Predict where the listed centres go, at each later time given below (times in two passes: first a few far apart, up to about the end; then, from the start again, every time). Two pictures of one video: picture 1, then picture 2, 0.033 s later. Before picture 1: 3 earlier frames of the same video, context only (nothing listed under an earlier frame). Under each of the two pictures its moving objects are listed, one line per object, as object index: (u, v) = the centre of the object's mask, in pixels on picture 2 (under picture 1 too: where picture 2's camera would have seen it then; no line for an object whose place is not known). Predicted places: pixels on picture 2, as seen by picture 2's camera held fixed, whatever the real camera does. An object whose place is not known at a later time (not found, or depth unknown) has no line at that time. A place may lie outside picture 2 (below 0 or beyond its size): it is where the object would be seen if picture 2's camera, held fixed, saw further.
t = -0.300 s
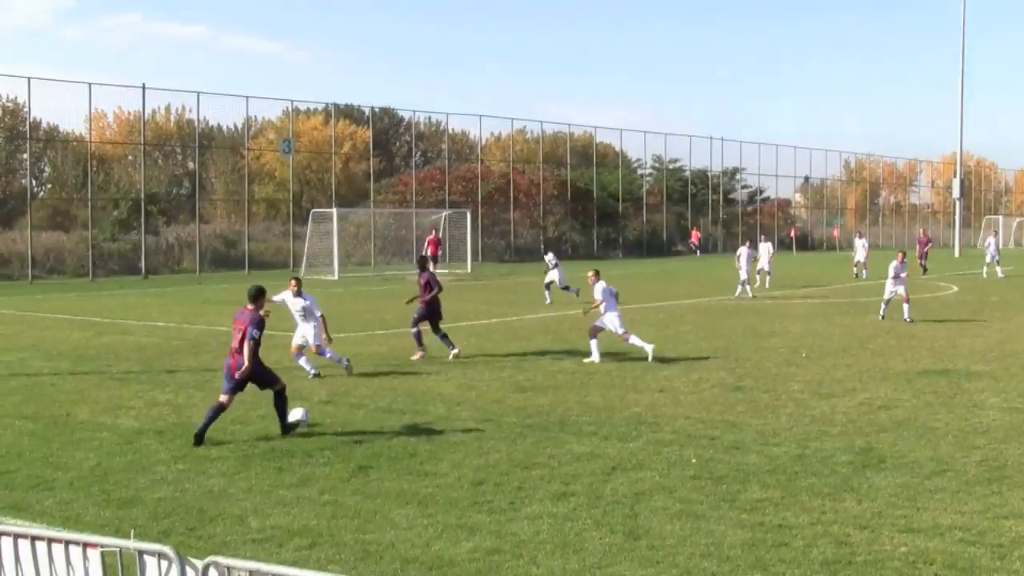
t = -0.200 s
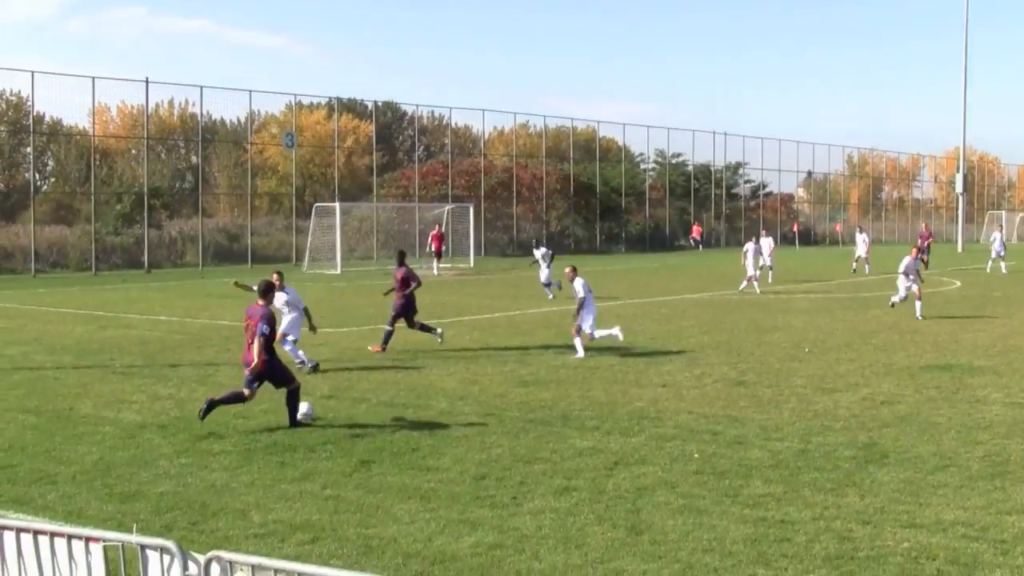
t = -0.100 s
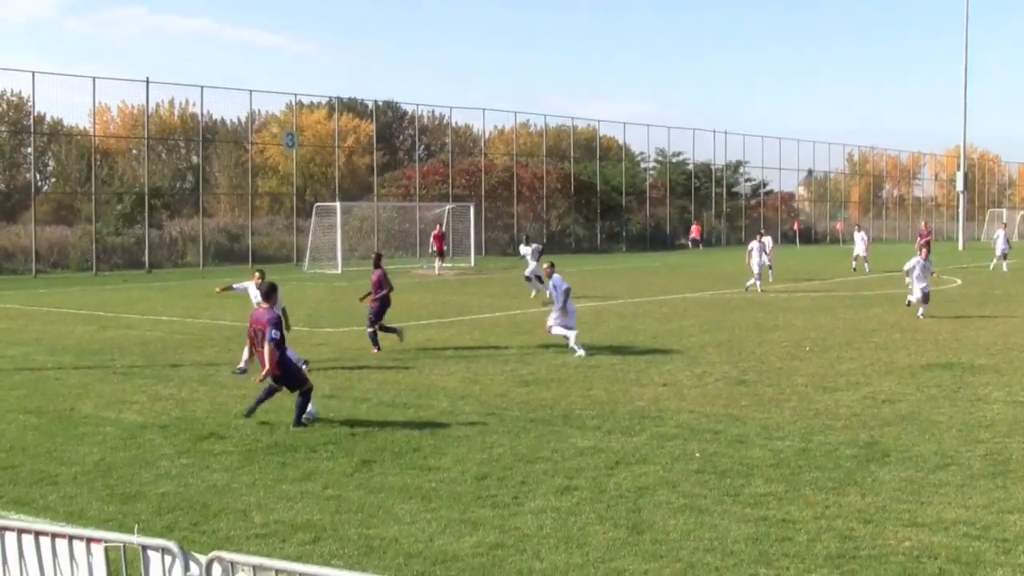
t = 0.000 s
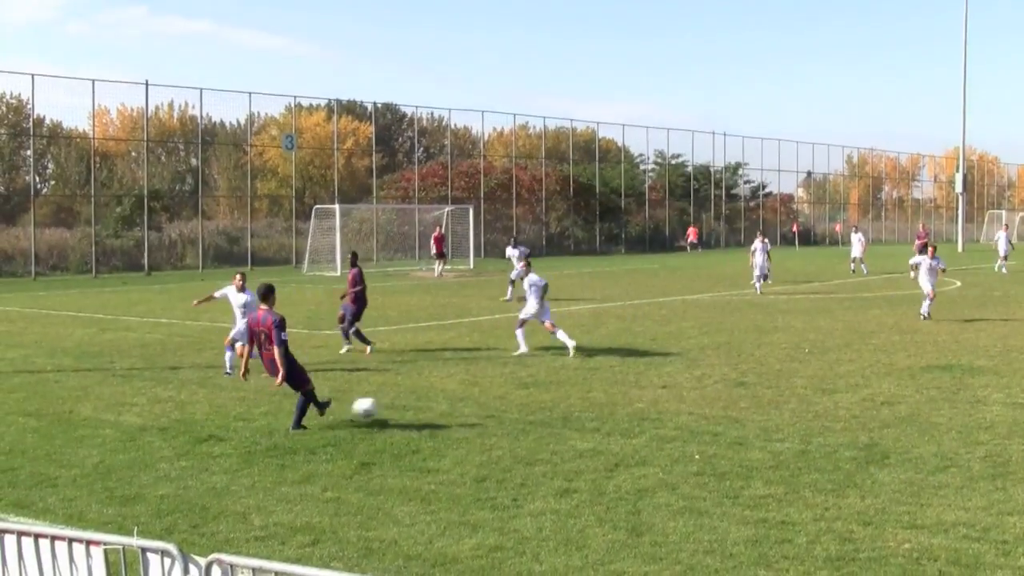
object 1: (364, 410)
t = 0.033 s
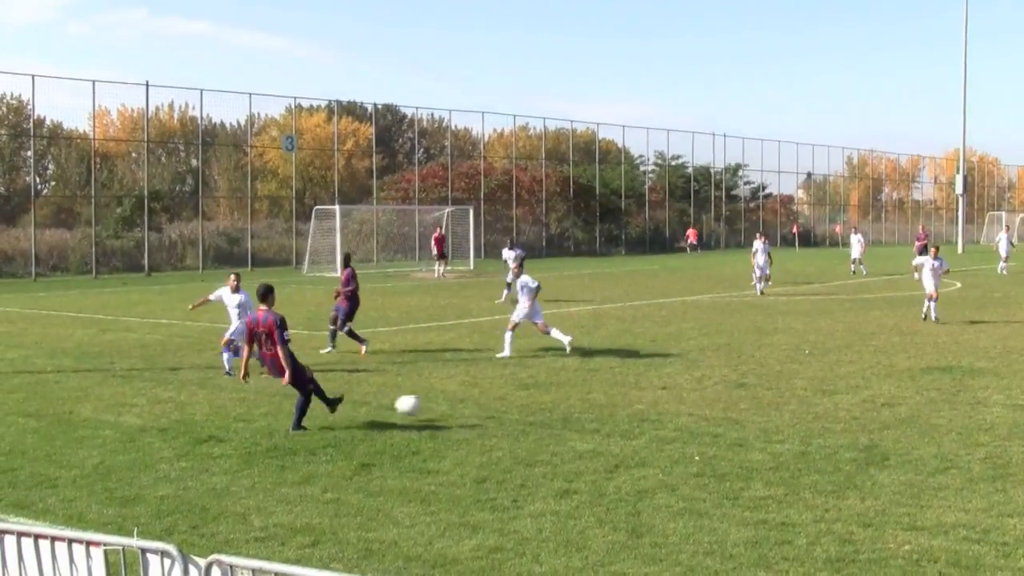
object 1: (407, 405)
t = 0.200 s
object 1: (615, 404)
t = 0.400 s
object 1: (818, 399)
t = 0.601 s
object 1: (981, 396)
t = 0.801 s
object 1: (1123, 399)
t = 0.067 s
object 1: (449, 401)
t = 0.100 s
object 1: (491, 400)
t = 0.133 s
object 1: (533, 400)
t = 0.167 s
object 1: (574, 401)
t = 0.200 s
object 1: (615, 404)
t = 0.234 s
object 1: (656, 406)
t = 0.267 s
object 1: (693, 407)
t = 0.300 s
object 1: (725, 404)
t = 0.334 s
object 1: (756, 401)
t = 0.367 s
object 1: (787, 399)
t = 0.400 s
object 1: (818, 399)
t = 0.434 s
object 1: (848, 399)
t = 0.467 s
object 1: (878, 400)
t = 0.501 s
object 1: (908, 402)
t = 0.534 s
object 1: (935, 402)
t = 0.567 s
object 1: (959, 399)
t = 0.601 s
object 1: (981, 396)
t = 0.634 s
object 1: (1006, 395)
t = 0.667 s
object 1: (1029, 394)
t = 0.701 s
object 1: (1053, 395)
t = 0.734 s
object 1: (1077, 397)
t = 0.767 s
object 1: (1101, 399)
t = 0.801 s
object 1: (1123, 399)
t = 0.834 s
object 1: (1146, 395)
